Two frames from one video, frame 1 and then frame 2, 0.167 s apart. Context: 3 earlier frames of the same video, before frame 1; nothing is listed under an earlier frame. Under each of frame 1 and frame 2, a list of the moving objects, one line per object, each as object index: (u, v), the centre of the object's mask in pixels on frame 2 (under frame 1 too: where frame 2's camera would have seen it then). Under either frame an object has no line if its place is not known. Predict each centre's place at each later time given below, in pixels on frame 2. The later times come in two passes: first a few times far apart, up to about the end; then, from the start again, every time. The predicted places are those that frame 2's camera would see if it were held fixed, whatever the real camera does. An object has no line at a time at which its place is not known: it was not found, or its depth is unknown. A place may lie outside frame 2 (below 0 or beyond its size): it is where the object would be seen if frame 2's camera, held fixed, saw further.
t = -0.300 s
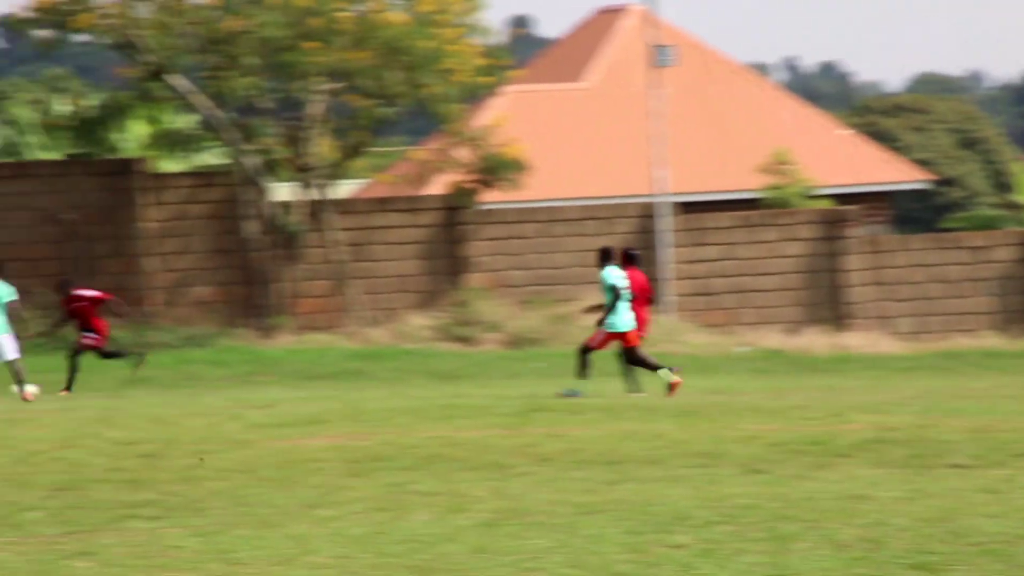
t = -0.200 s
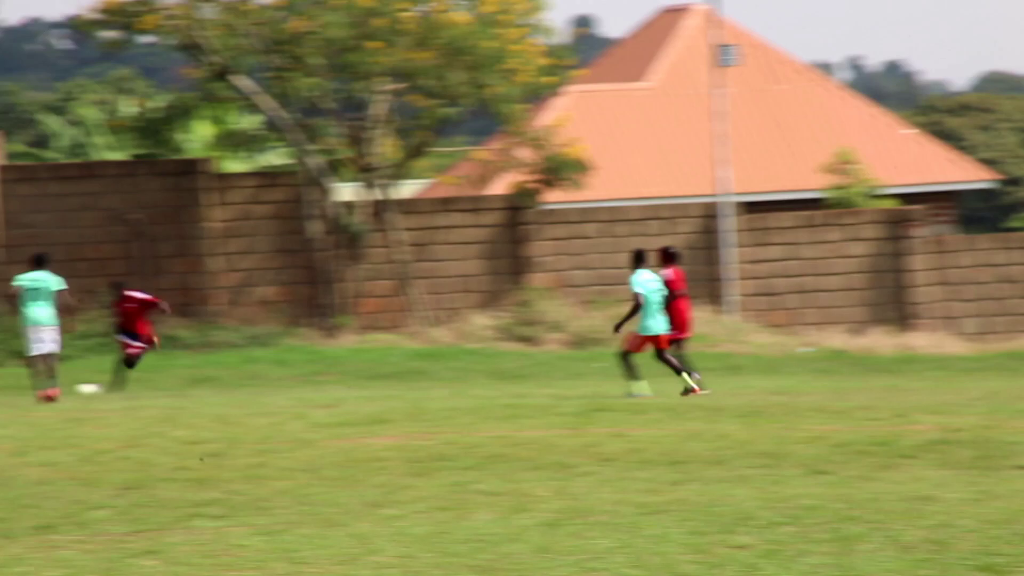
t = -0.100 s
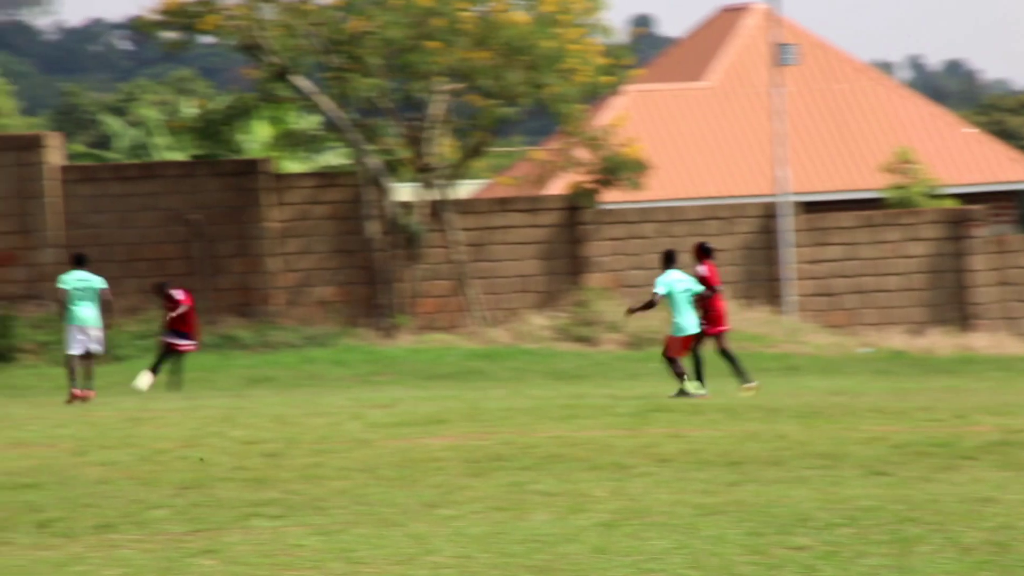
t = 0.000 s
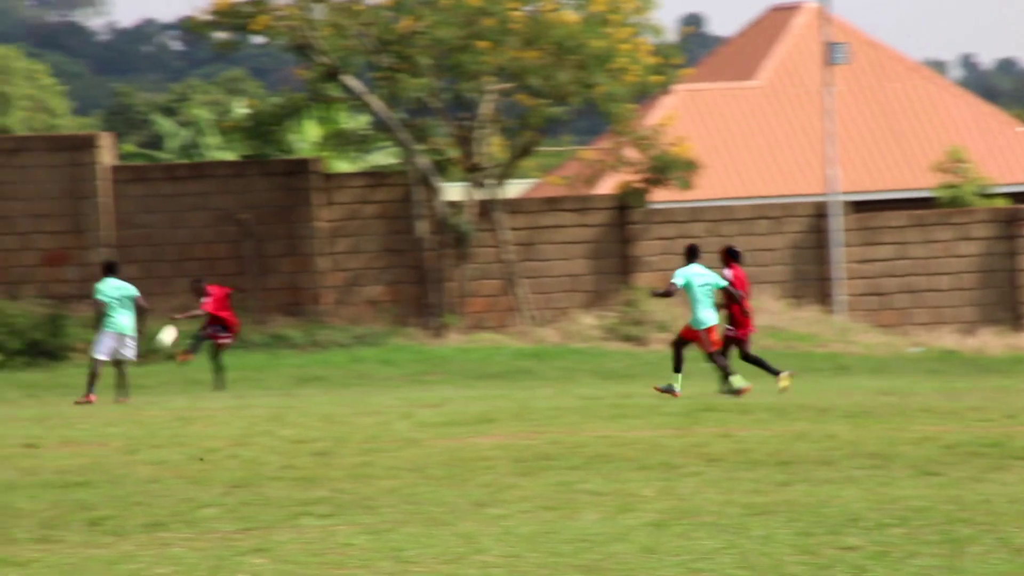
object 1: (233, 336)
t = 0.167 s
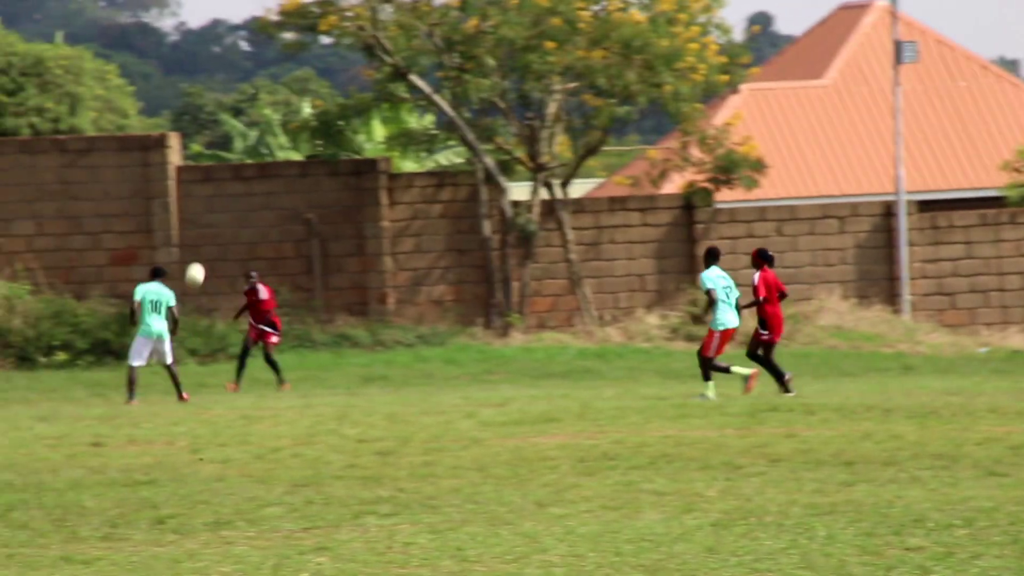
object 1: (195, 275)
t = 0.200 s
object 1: (189, 264)
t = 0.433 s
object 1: (155, 209)
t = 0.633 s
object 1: (140, 189)
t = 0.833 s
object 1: (139, 199)
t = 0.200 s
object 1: (189, 264)
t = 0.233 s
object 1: (183, 254)
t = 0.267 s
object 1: (177, 244)
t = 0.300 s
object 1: (172, 236)
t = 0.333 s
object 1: (167, 228)
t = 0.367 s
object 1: (163, 221)
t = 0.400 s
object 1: (159, 214)
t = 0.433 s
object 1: (155, 209)
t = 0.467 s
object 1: (152, 203)
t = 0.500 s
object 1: (149, 199)
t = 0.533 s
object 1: (146, 195)
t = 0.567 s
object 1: (144, 193)
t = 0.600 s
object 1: (142, 191)
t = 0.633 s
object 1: (140, 189)
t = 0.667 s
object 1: (139, 189)
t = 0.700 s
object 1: (138, 189)
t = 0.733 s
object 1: (138, 190)
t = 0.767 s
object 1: (138, 192)
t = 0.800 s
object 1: (138, 195)
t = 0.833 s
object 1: (139, 199)
